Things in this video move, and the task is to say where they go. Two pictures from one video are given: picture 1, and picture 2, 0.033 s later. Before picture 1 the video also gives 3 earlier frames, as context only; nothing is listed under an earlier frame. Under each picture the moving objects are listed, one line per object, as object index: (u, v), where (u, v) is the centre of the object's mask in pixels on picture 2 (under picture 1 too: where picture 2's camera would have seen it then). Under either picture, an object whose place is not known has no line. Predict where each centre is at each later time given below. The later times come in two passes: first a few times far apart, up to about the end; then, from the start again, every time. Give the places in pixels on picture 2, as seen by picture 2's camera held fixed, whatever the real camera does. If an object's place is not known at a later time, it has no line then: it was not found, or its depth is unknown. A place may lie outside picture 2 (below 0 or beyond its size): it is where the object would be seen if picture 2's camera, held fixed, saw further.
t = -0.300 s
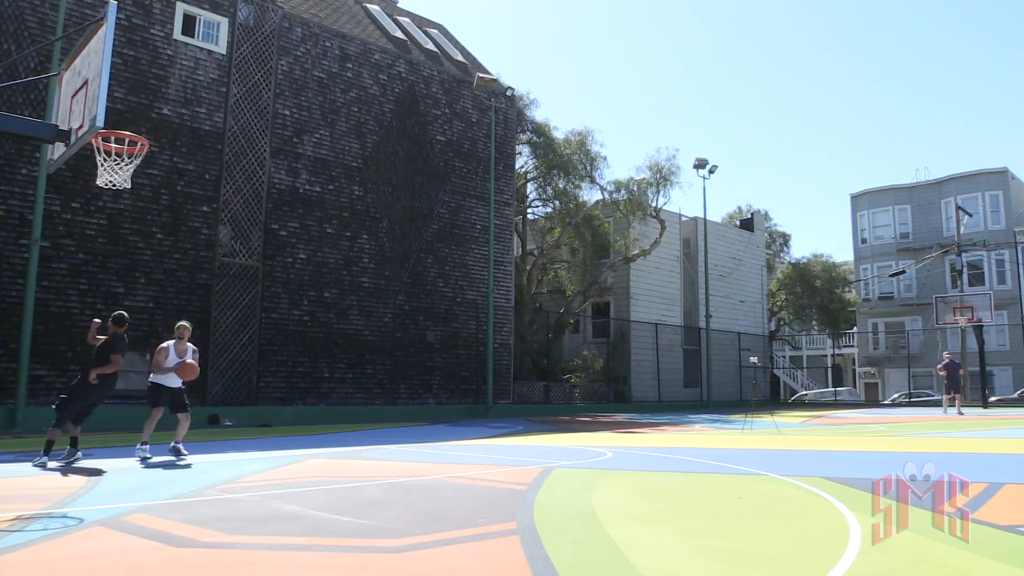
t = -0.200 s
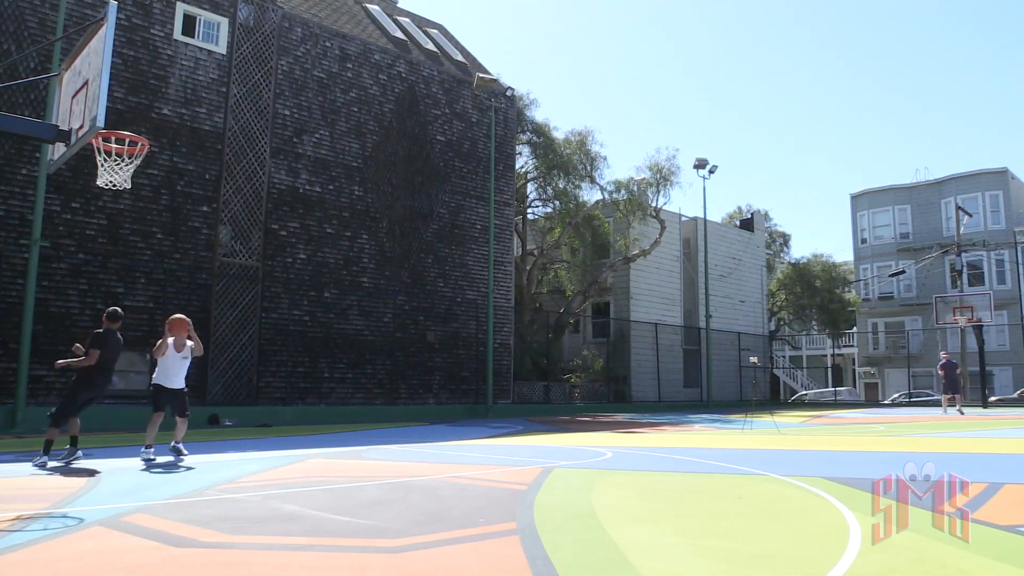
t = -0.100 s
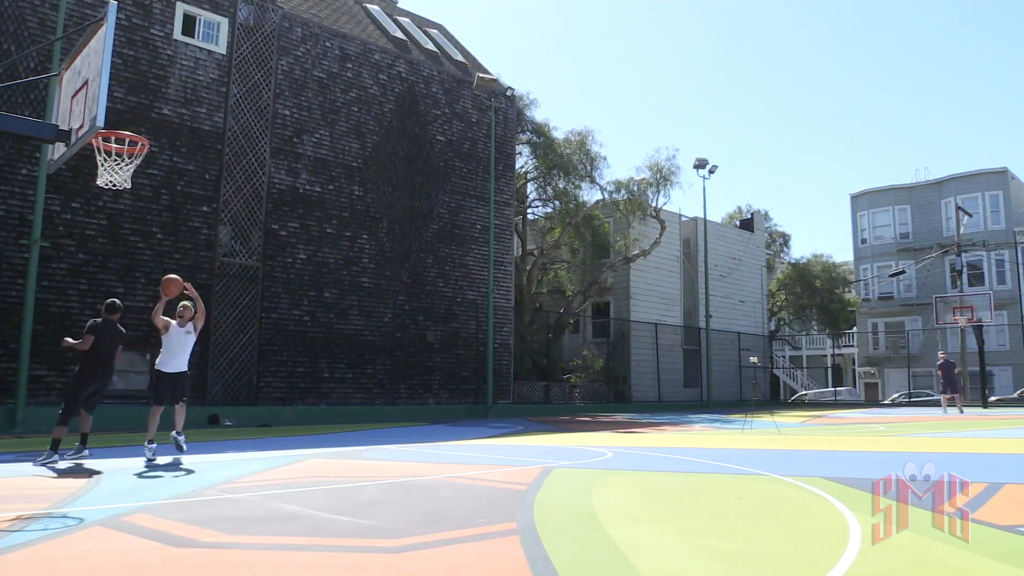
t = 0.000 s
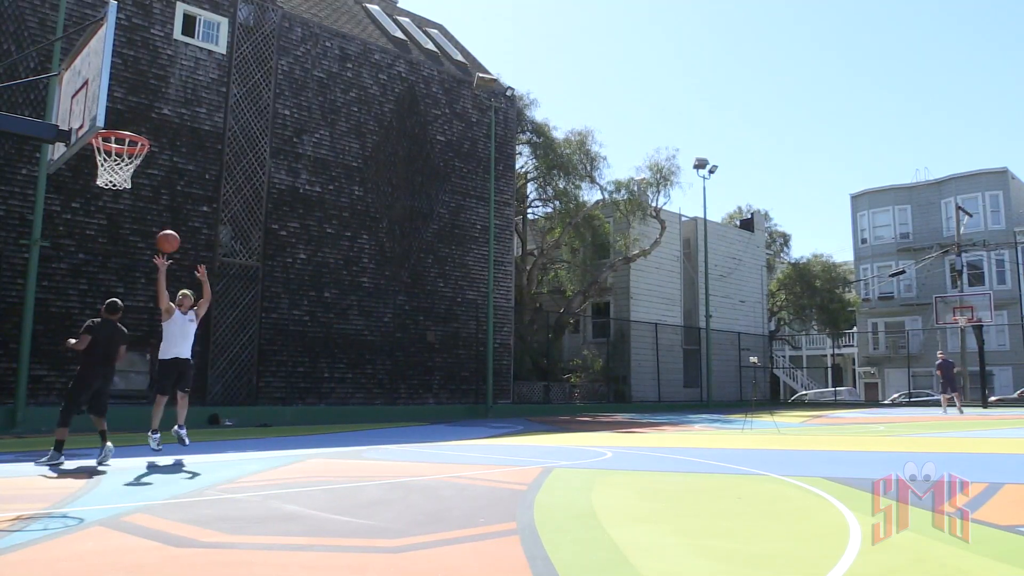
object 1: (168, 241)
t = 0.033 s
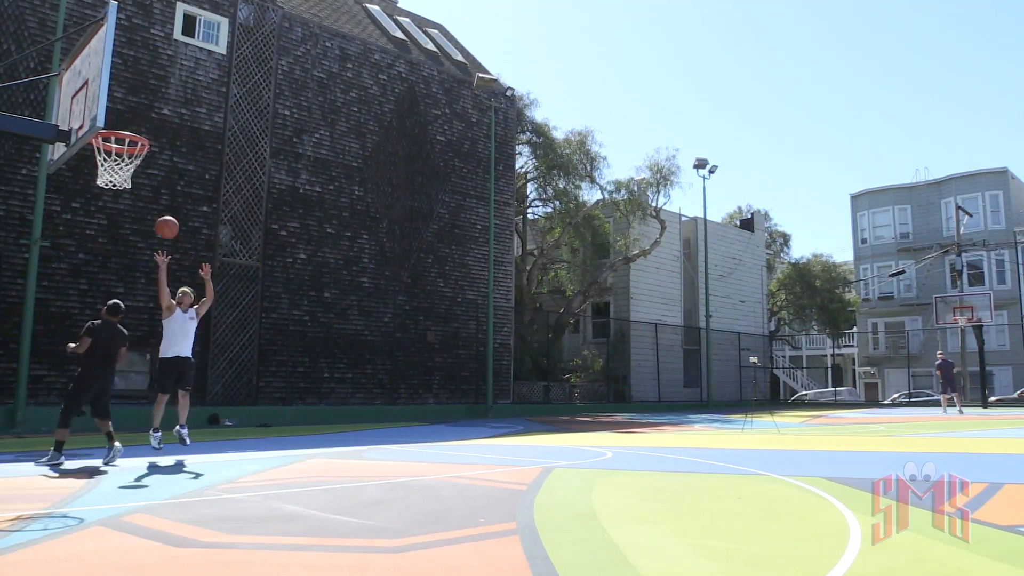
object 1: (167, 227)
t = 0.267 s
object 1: (156, 154)
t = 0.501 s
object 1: (137, 122)
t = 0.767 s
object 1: (114, 153)
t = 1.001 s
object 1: (118, 245)
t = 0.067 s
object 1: (165, 214)
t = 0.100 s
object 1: (164, 202)
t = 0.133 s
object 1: (162, 191)
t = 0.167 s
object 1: (161, 180)
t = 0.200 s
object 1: (159, 170)
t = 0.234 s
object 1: (157, 162)
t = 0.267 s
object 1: (156, 154)
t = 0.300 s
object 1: (155, 146)
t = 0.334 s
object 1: (153, 139)
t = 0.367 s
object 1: (150, 133)
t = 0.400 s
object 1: (146, 129)
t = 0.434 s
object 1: (143, 126)
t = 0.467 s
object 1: (140, 124)
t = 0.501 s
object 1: (137, 122)
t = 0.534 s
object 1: (134, 122)
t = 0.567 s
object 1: (130, 122)
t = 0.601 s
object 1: (127, 122)
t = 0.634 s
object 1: (124, 123)
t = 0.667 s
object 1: (120, 129)
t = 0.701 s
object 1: (116, 127)
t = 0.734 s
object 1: (111, 147)
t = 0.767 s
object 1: (114, 153)
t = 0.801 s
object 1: (113, 164)
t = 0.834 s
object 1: (115, 174)
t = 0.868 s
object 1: (116, 187)
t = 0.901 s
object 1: (116, 199)
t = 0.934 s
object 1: (117, 213)
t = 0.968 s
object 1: (117, 229)
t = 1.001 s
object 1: (118, 245)
